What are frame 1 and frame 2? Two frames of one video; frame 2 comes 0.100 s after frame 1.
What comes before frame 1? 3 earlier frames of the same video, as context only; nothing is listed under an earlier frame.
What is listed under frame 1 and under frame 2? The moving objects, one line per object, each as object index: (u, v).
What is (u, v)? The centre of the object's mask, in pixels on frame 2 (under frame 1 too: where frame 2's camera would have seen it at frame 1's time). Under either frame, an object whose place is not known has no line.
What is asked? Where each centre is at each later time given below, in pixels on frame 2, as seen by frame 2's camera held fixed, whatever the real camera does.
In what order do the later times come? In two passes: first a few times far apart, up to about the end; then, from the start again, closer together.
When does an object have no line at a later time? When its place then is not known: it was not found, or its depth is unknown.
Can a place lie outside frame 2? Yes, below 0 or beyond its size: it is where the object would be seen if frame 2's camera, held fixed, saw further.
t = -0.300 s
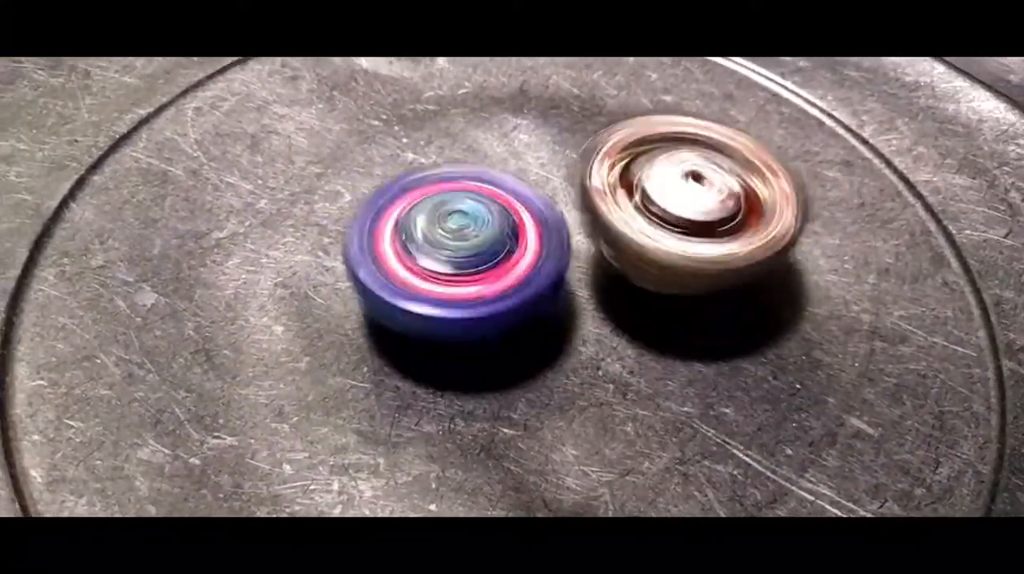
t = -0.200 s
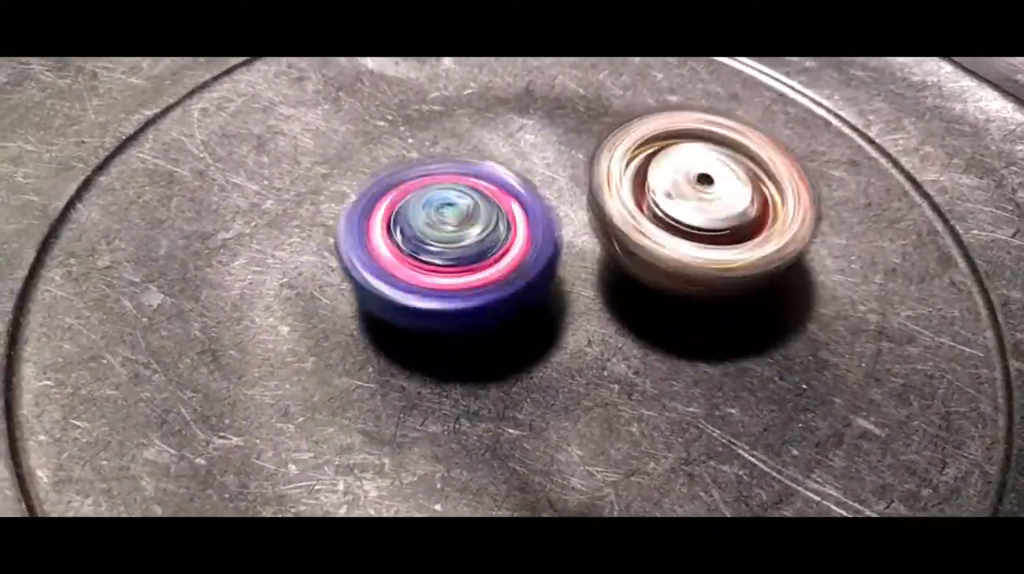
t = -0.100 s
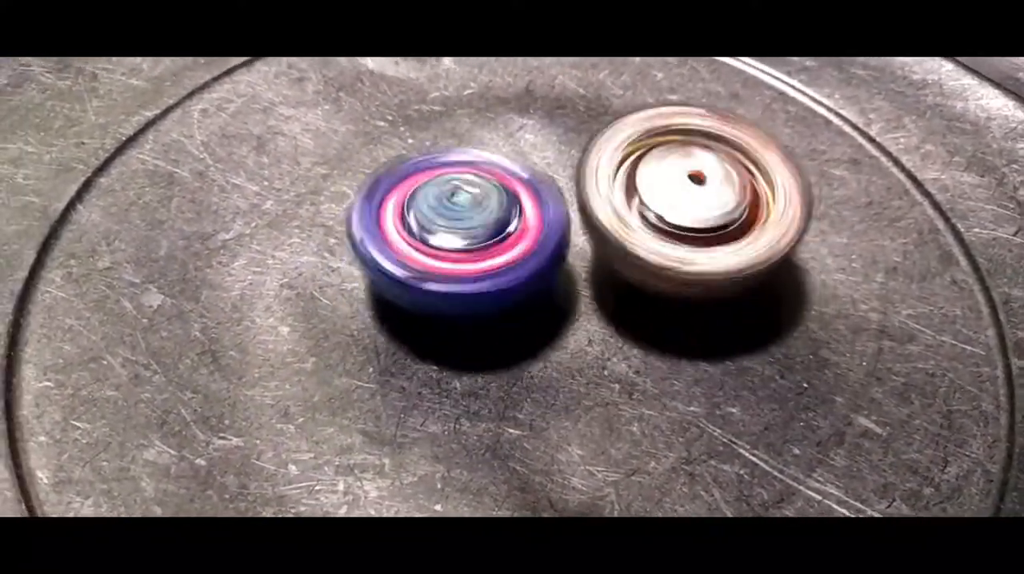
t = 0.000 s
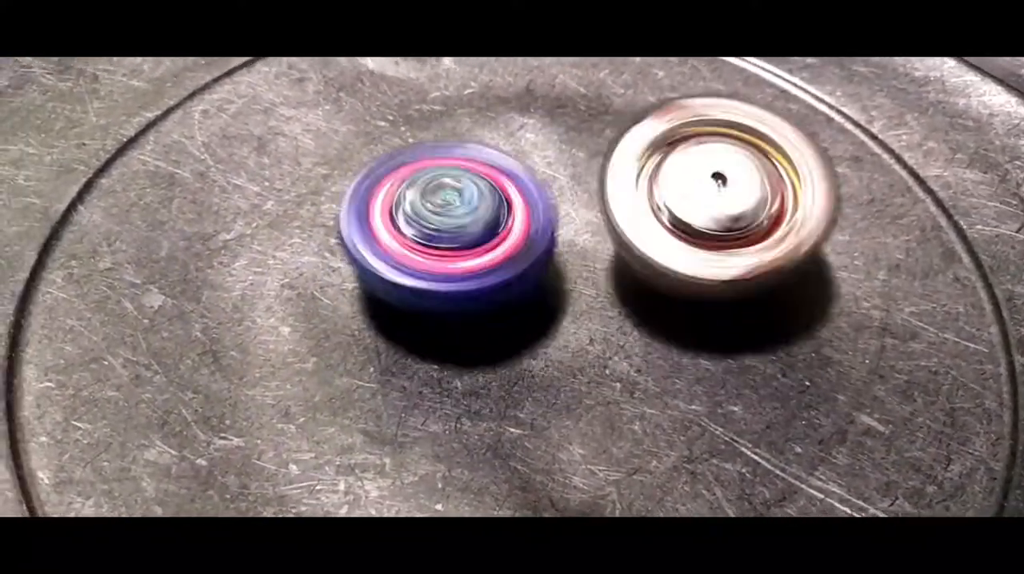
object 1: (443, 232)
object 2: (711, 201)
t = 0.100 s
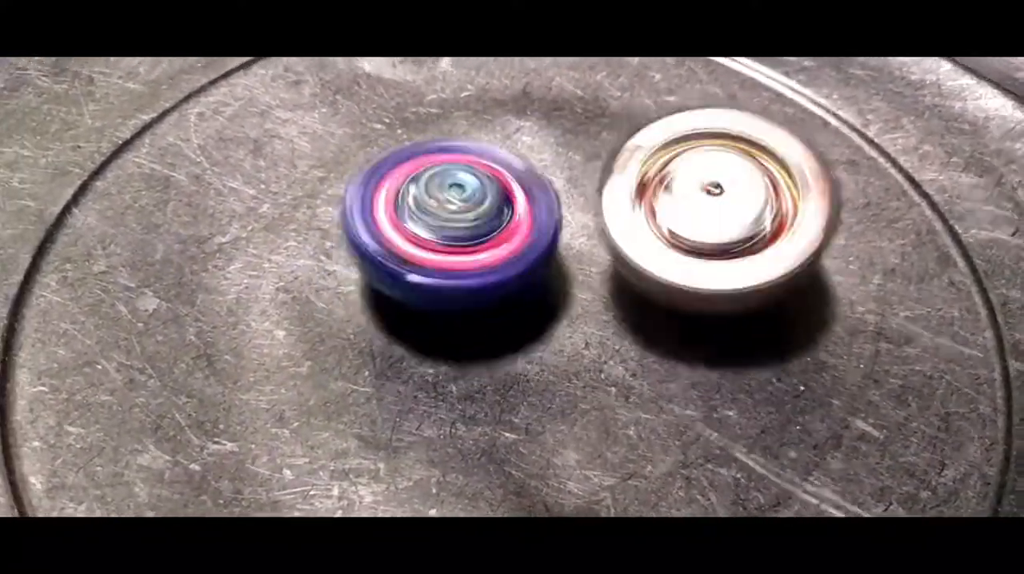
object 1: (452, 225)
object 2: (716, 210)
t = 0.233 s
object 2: (710, 223)
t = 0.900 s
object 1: (452, 239)
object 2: (696, 225)
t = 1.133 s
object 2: (736, 202)
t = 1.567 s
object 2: (726, 221)
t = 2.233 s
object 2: (706, 205)
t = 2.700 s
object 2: (699, 240)
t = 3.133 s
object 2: (638, 187)
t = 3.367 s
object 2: (634, 191)
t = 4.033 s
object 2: (636, 218)
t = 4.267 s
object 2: (651, 198)
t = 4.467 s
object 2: (682, 204)
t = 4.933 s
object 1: (520, 200)
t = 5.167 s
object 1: (526, 200)
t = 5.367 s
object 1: (519, 201)
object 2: (715, 226)
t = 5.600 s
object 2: (717, 226)
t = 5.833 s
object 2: (712, 225)
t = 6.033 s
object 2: (711, 225)
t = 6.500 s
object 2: (712, 225)
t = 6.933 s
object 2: (711, 225)
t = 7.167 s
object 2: (712, 225)
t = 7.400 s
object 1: (496, 217)
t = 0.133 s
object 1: (457, 227)
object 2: (713, 214)
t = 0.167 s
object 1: (464, 226)
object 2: (710, 214)
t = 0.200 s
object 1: (468, 229)
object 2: (707, 218)
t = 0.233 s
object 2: (710, 223)
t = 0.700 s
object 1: (456, 245)
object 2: (692, 242)
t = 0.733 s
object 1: (454, 246)
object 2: (697, 240)
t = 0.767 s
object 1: (452, 245)
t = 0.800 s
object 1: (450, 242)
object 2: (703, 235)
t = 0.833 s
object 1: (449, 241)
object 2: (701, 232)
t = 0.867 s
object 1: (449, 240)
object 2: (699, 229)
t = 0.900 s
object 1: (452, 239)
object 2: (696, 225)
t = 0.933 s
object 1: (453, 238)
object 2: (691, 219)
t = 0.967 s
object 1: (457, 236)
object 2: (689, 216)
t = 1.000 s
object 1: (455, 237)
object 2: (692, 212)
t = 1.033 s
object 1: (431, 236)
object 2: (711, 206)
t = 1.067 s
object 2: (729, 200)
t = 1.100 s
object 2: (735, 199)
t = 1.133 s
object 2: (736, 202)
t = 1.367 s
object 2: (697, 214)
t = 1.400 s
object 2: (690, 217)
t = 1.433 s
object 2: (688, 218)
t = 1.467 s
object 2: (685, 219)
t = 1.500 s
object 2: (702, 221)
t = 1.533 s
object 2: (713, 219)
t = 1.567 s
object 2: (726, 221)
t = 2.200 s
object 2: (684, 199)
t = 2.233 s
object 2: (706, 205)
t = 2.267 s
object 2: (725, 201)
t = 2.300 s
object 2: (739, 200)
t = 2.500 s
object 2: (739, 220)
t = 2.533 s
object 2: (741, 225)
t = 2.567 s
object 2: (735, 231)
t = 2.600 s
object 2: (722, 236)
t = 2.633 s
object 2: (722, 238)
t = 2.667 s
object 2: (711, 241)
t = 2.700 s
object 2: (699, 240)
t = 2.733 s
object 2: (690, 241)
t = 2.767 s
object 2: (675, 240)
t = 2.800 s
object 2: (660, 238)
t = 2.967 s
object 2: (634, 212)
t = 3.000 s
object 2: (630, 204)
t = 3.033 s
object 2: (624, 199)
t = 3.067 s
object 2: (632, 195)
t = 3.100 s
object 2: (637, 191)
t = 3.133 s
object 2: (638, 187)
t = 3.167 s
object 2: (632, 181)
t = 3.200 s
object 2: (631, 181)
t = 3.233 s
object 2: (633, 180)
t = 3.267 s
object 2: (626, 187)
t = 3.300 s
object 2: (626, 185)
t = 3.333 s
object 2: (628, 185)
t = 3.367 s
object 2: (634, 191)
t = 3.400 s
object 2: (628, 194)
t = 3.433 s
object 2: (629, 197)
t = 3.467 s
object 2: (631, 197)
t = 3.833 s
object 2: (652, 225)
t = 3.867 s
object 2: (651, 225)
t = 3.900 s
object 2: (648, 225)
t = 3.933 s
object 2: (647, 222)
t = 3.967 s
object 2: (646, 223)
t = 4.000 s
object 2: (643, 222)
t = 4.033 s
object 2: (636, 218)
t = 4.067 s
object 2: (628, 214)
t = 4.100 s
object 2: (621, 211)
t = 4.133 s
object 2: (626, 208)
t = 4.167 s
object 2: (638, 202)
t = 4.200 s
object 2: (643, 197)
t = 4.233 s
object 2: (647, 200)
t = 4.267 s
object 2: (651, 198)
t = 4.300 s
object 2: (653, 196)
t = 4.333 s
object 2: (648, 195)
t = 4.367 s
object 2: (649, 193)
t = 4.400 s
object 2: (655, 198)
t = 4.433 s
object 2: (669, 200)
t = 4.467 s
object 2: (682, 204)
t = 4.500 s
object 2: (692, 212)
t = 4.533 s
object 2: (701, 215)
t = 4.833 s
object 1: (502, 212)
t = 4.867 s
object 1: (509, 209)
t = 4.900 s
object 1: (518, 204)
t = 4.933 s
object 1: (520, 200)
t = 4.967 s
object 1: (521, 197)
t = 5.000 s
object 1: (518, 196)
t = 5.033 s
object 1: (518, 197)
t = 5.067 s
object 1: (518, 198)
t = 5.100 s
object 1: (521, 201)
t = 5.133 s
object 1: (524, 200)
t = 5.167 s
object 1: (526, 200)
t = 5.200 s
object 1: (528, 199)
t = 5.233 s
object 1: (529, 199)
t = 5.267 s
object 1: (528, 199)
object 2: (733, 233)
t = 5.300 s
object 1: (525, 199)
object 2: (723, 229)
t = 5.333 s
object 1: (522, 199)
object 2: (717, 226)
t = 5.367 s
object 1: (519, 201)
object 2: (715, 226)
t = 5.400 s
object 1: (518, 204)
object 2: (715, 226)
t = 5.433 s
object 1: (516, 207)
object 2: (715, 225)
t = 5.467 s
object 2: (715, 226)
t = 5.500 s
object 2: (717, 226)
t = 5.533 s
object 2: (718, 227)
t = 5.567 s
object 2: (718, 227)
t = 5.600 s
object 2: (717, 226)
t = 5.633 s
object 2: (714, 225)
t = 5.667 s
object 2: (712, 224)
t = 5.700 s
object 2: (711, 224)
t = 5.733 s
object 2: (712, 225)
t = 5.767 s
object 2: (713, 225)
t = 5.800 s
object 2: (713, 225)
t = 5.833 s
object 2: (712, 225)
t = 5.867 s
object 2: (712, 225)
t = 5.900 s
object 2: (711, 225)
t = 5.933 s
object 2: (711, 225)
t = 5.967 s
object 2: (711, 225)
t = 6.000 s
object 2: (711, 225)
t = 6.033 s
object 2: (711, 225)
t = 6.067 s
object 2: (711, 225)
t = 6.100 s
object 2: (711, 225)
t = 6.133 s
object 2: (711, 224)
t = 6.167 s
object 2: (711, 224)
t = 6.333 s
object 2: (711, 224)
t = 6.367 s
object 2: (711, 225)
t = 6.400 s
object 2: (712, 225)
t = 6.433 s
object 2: (712, 225)
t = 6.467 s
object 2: (712, 225)
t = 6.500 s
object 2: (712, 225)
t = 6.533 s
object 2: (712, 225)
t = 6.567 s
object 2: (712, 225)
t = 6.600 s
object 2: (712, 225)
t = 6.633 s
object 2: (712, 224)
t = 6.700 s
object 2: (711, 225)
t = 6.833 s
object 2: (711, 225)
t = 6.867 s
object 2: (711, 225)
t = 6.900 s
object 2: (711, 225)
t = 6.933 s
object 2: (711, 225)
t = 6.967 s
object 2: (711, 225)
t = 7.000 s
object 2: (711, 225)
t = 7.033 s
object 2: (711, 225)
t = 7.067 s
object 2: (711, 225)
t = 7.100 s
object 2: (711, 225)
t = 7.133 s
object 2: (711, 225)
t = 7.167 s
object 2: (712, 225)
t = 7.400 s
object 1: (496, 217)
